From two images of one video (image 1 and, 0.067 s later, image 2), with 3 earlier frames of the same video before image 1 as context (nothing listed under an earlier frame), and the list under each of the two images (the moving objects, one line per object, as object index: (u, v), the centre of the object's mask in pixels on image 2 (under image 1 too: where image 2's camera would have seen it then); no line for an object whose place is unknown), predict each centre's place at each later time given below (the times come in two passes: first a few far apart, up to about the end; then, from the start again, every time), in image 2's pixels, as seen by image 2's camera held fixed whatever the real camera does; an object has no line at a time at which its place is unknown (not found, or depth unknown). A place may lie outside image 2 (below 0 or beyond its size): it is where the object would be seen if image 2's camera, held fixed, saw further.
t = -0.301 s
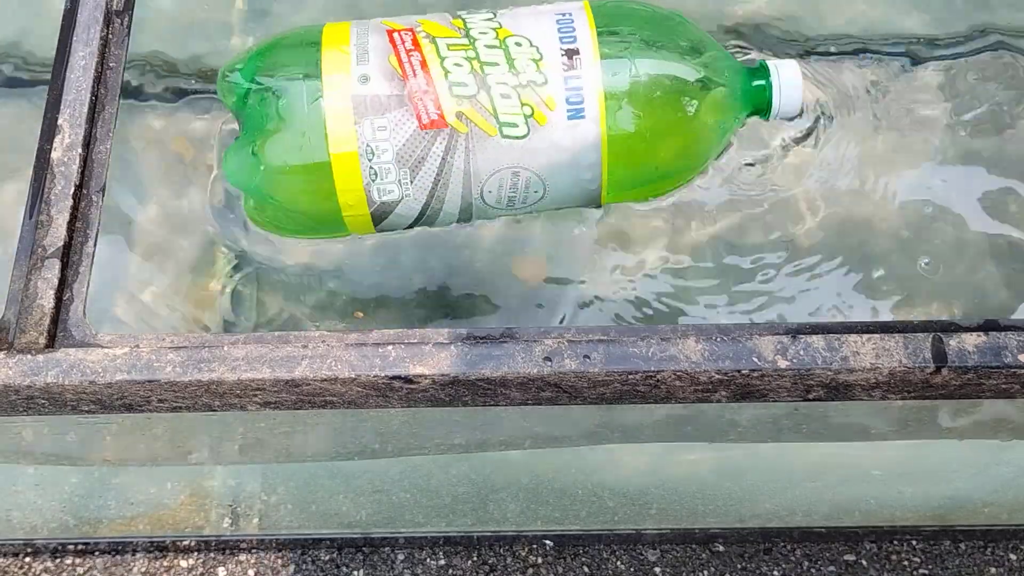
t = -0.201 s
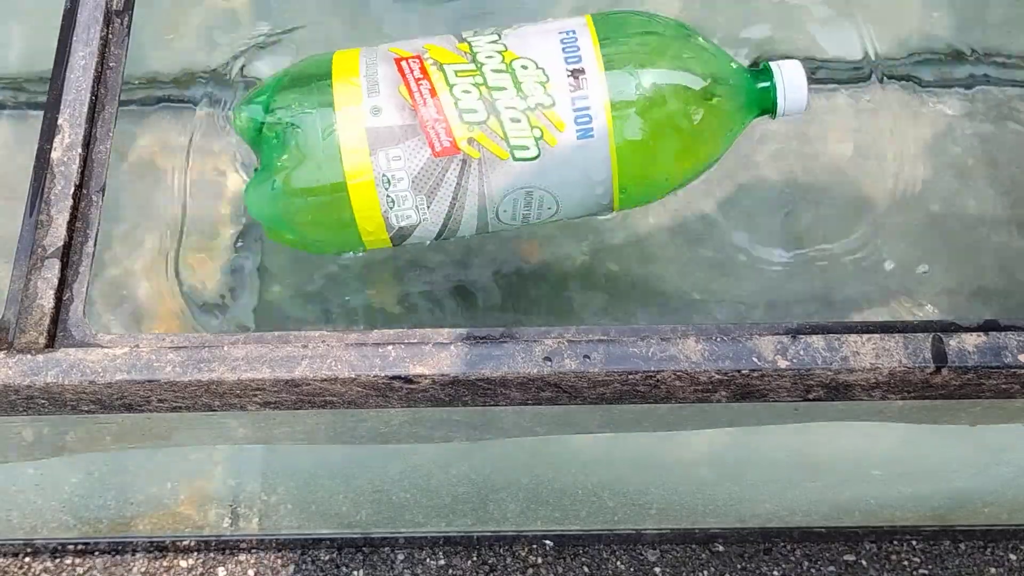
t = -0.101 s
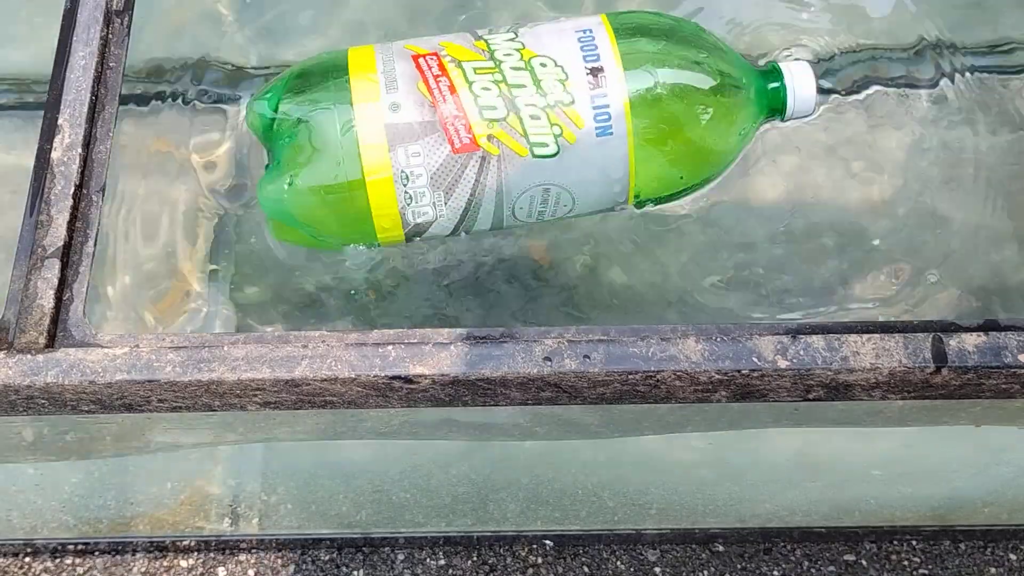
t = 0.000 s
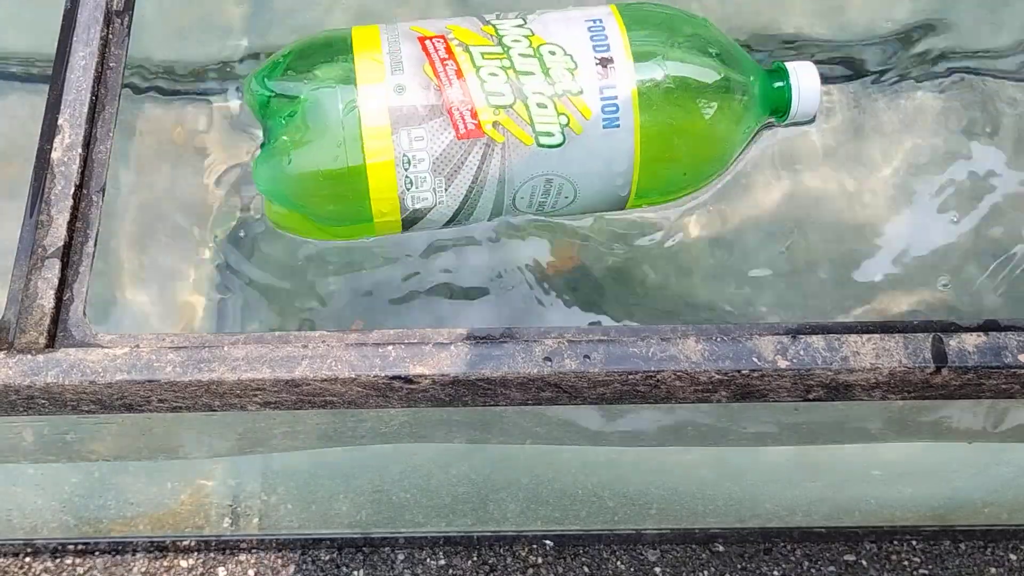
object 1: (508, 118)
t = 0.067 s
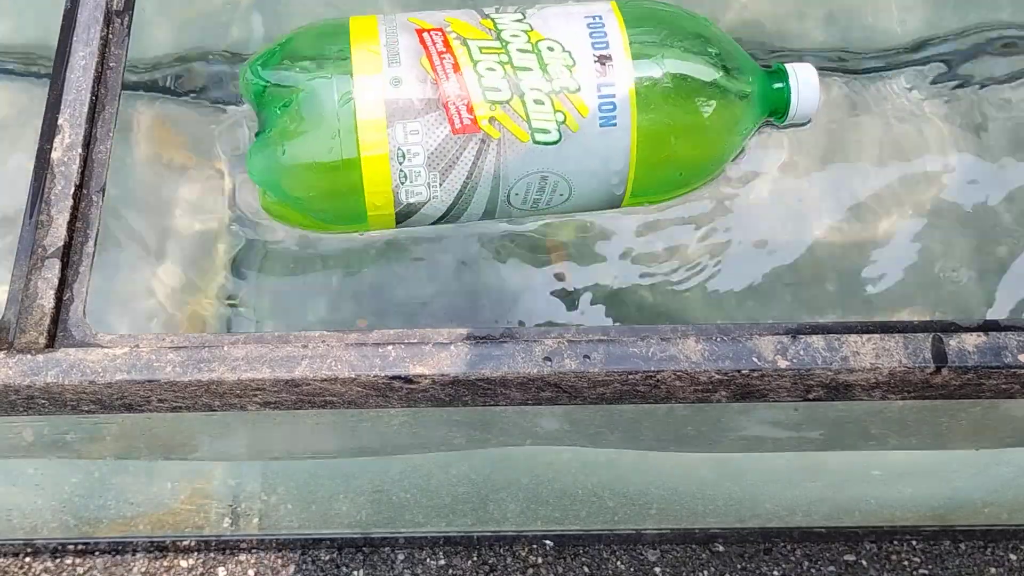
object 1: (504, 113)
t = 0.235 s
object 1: (503, 131)
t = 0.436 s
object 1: (527, 117)
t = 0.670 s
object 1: (497, 123)
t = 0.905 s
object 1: (467, 147)
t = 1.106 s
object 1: (481, 135)
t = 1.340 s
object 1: (474, 151)
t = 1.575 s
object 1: (519, 156)
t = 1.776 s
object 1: (547, 176)
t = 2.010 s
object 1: (567, 145)
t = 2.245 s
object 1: (561, 168)
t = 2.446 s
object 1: (544, 167)
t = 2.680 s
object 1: (523, 176)
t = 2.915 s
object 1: (525, 161)
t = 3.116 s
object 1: (536, 172)
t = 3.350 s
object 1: (540, 166)
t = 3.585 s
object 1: (581, 150)
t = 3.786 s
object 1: (588, 145)
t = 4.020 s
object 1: (594, 170)
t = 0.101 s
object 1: (503, 114)
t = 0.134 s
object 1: (502, 117)
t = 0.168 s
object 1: (501, 121)
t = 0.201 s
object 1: (502, 126)
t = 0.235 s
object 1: (503, 131)
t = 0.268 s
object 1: (505, 134)
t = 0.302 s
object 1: (509, 135)
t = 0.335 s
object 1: (515, 133)
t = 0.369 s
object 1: (521, 129)
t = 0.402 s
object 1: (525, 124)
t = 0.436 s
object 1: (527, 117)
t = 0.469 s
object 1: (526, 112)
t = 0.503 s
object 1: (522, 108)
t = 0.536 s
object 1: (518, 106)
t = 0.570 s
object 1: (513, 106)
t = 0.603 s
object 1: (509, 109)
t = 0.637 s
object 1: (504, 114)
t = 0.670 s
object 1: (497, 123)
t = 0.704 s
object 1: (490, 131)
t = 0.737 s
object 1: (482, 139)
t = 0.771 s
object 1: (474, 145)
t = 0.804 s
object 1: (468, 148)
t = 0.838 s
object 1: (466, 150)
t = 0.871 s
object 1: (465, 149)
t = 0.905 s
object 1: (467, 147)
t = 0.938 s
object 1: (472, 143)
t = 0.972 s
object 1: (477, 139)
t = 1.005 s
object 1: (479, 134)
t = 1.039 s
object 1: (480, 132)
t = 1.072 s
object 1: (481, 132)
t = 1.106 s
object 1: (481, 135)
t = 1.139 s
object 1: (480, 140)
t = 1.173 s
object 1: (478, 145)
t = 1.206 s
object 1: (476, 150)
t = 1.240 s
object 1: (474, 153)
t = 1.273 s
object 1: (472, 154)
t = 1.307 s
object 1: (471, 153)
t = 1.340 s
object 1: (474, 151)
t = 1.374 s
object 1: (477, 148)
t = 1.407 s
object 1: (481, 145)
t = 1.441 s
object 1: (487, 143)
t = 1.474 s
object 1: (494, 143)
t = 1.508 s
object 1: (502, 145)
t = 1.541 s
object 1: (511, 149)
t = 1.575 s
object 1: (519, 156)
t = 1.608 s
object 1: (524, 162)
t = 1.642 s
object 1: (530, 168)
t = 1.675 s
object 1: (535, 173)
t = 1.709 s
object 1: (539, 176)
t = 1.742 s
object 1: (543, 178)
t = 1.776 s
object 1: (547, 176)
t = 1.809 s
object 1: (552, 173)
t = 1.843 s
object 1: (558, 167)
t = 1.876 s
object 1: (560, 160)
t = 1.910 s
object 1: (562, 153)
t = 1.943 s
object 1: (564, 148)
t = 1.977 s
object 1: (564, 146)
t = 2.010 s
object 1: (567, 145)
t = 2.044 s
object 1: (566, 147)
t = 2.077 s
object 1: (568, 150)
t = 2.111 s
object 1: (568, 154)
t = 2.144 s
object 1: (568, 158)
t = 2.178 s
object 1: (567, 162)
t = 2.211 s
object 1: (565, 166)
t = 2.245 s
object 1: (561, 168)
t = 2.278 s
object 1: (558, 169)
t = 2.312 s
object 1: (556, 170)
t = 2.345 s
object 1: (553, 168)
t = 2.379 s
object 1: (550, 167)
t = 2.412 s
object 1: (548, 166)
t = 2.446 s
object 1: (544, 167)
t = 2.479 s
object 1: (541, 169)
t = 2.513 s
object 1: (538, 172)
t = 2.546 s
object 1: (535, 174)
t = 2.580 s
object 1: (531, 176)
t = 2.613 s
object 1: (528, 177)
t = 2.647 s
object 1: (525, 177)
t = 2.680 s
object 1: (523, 176)
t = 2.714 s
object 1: (522, 174)
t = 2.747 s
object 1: (522, 171)
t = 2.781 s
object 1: (522, 167)
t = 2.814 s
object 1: (523, 162)
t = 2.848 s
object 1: (524, 160)
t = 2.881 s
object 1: (524, 159)
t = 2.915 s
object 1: (525, 161)
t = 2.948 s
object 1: (526, 163)
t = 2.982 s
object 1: (528, 165)
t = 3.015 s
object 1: (530, 168)
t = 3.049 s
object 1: (532, 169)
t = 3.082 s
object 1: (534, 171)
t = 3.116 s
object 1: (536, 172)
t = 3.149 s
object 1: (537, 173)
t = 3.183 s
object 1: (538, 173)
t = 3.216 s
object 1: (536, 172)
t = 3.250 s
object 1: (536, 170)
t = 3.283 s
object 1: (536, 168)
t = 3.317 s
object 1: (538, 167)
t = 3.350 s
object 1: (540, 166)
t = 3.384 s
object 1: (544, 167)
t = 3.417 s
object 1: (549, 167)
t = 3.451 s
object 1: (556, 166)
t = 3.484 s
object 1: (564, 163)
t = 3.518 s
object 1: (571, 160)
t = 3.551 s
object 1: (577, 155)
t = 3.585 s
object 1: (581, 150)
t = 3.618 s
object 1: (582, 146)
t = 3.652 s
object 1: (583, 143)
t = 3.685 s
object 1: (583, 140)
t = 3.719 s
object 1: (584, 139)
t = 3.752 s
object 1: (586, 141)
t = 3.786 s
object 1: (588, 145)
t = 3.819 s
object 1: (589, 151)
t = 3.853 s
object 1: (589, 157)
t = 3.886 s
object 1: (588, 163)
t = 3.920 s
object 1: (587, 168)
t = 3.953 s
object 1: (588, 171)
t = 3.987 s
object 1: (591, 172)
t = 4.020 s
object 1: (594, 170)
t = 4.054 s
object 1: (599, 166)
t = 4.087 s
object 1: (606, 160)
